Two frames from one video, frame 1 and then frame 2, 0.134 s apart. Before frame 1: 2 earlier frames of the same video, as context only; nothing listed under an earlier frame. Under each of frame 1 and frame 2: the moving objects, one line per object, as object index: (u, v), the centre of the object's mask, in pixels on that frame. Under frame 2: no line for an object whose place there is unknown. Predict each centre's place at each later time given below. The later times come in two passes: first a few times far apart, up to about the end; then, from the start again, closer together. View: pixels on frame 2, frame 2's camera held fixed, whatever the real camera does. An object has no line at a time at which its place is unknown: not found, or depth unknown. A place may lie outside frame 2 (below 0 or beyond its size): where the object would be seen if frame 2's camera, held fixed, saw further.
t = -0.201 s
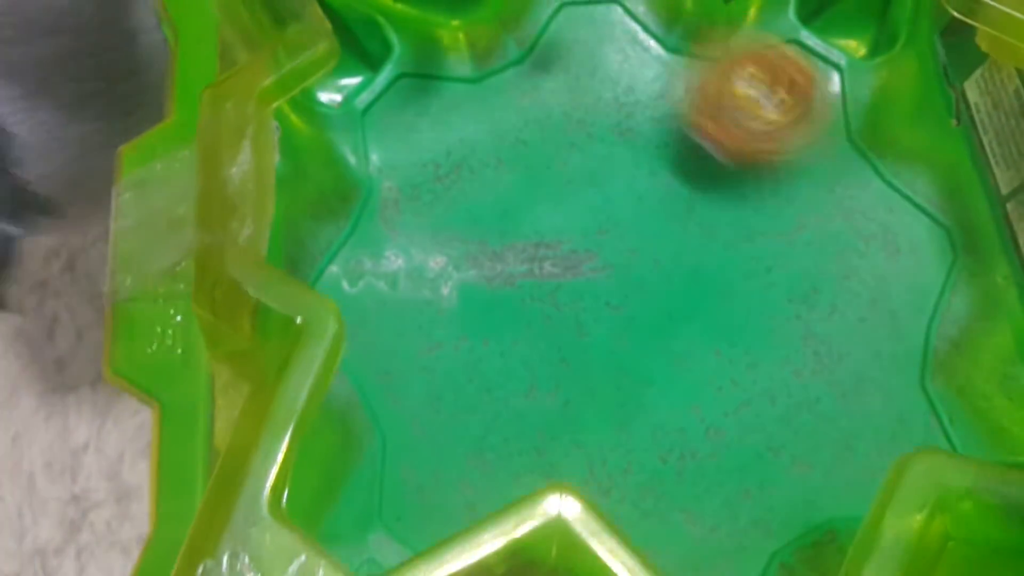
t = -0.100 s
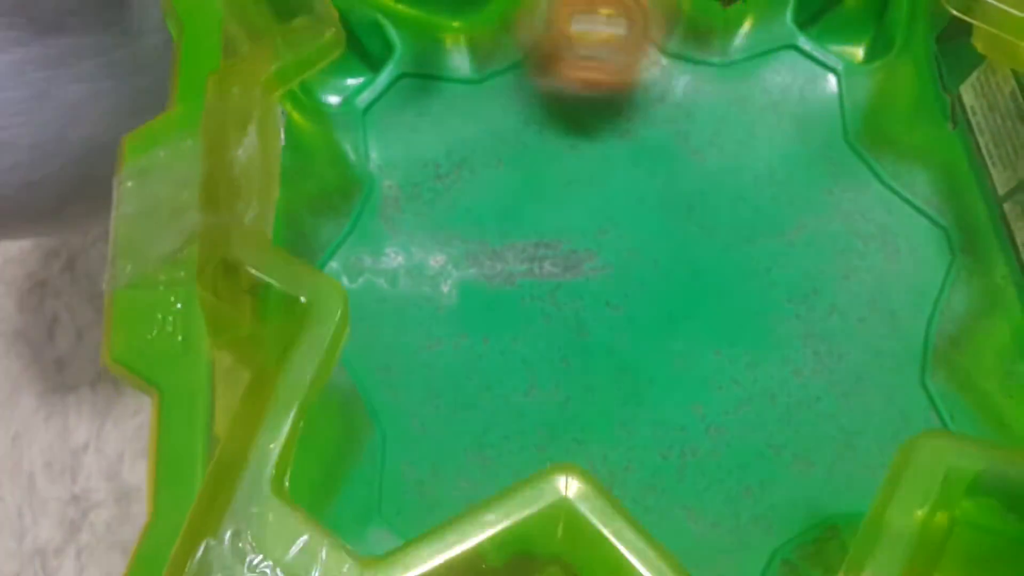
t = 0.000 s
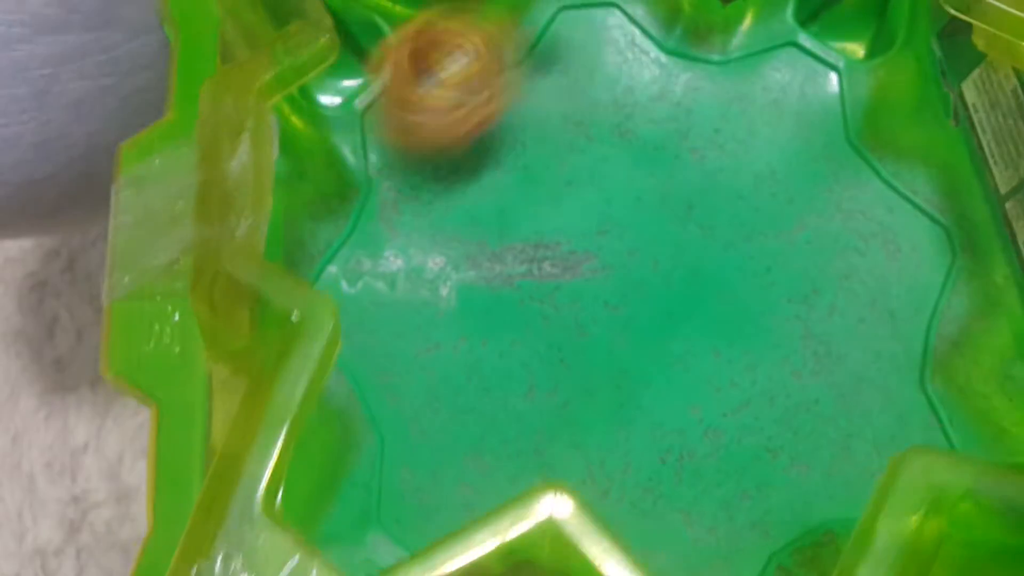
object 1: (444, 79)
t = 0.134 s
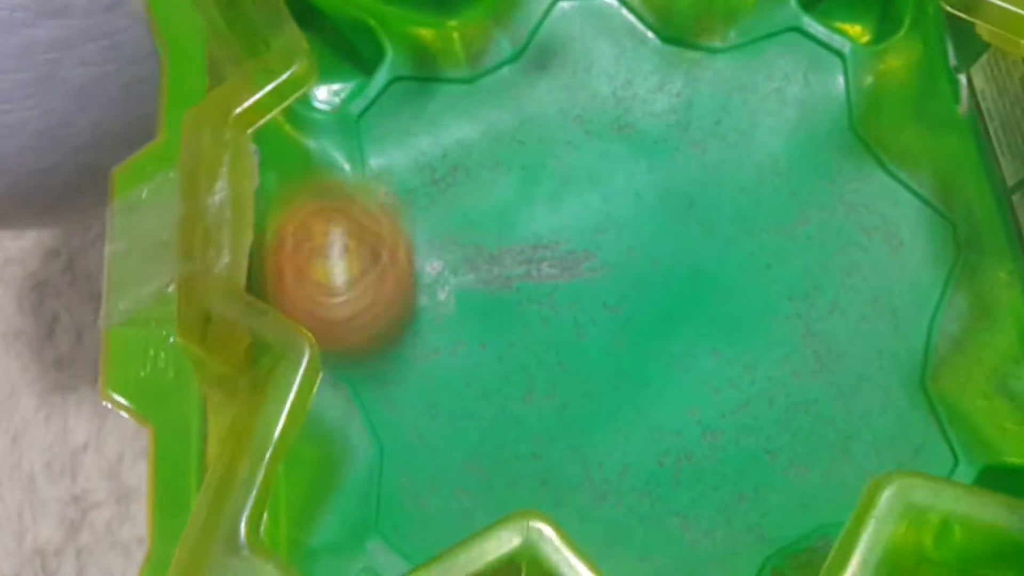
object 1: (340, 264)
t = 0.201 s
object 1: (386, 387)
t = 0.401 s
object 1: (772, 493)
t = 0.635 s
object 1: (863, 169)
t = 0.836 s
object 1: (575, 37)
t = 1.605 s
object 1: (753, 150)
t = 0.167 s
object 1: (356, 320)
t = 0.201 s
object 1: (386, 387)
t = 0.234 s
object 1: (430, 435)
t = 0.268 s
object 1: (488, 465)
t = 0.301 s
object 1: (566, 491)
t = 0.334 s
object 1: (641, 507)
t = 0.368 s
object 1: (711, 507)
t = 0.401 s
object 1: (772, 493)
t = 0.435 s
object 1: (819, 459)
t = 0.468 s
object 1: (854, 423)
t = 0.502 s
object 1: (886, 380)
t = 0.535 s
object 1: (902, 326)
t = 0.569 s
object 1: (903, 271)
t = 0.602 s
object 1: (889, 218)
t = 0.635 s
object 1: (863, 169)
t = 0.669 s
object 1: (826, 126)
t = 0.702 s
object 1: (788, 85)
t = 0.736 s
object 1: (739, 54)
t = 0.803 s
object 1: (638, 36)
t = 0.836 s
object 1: (575, 37)
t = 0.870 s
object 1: (527, 45)
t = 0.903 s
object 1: (480, 62)
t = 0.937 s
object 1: (433, 94)
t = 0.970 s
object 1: (380, 145)
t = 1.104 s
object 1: (394, 367)
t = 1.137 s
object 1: (414, 427)
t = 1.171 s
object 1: (449, 475)
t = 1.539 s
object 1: (815, 225)
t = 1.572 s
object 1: (788, 185)
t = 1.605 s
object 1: (753, 150)
